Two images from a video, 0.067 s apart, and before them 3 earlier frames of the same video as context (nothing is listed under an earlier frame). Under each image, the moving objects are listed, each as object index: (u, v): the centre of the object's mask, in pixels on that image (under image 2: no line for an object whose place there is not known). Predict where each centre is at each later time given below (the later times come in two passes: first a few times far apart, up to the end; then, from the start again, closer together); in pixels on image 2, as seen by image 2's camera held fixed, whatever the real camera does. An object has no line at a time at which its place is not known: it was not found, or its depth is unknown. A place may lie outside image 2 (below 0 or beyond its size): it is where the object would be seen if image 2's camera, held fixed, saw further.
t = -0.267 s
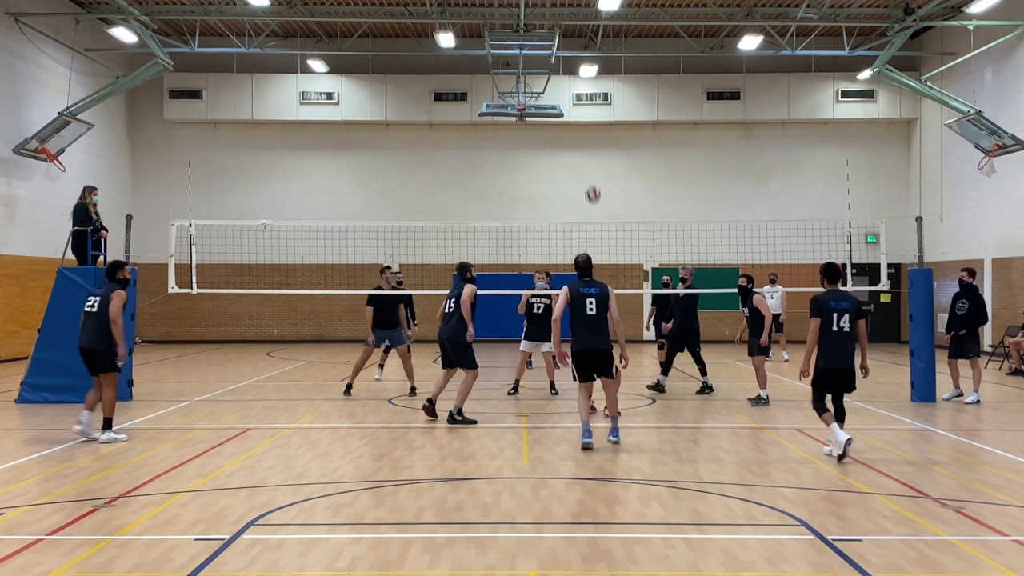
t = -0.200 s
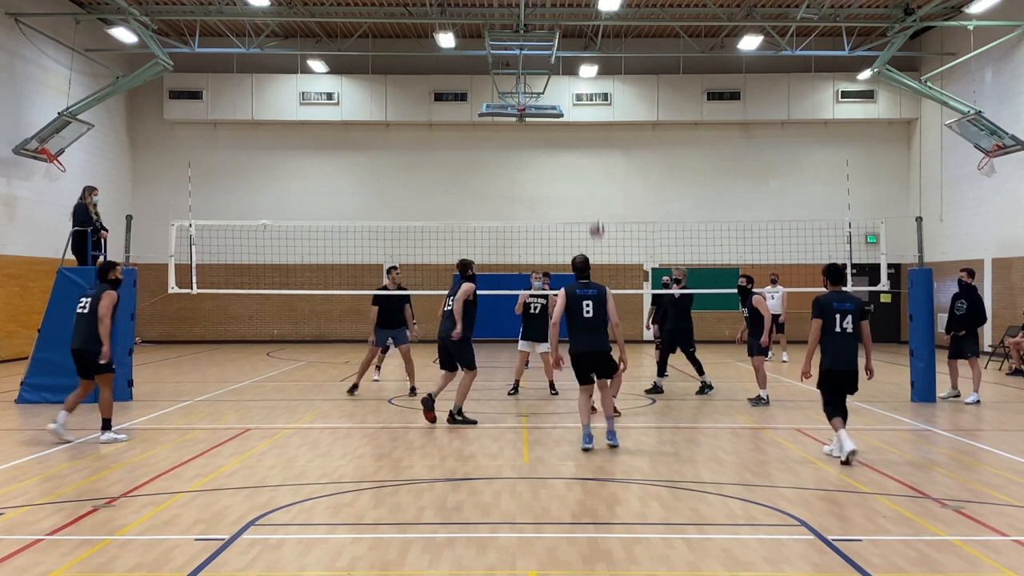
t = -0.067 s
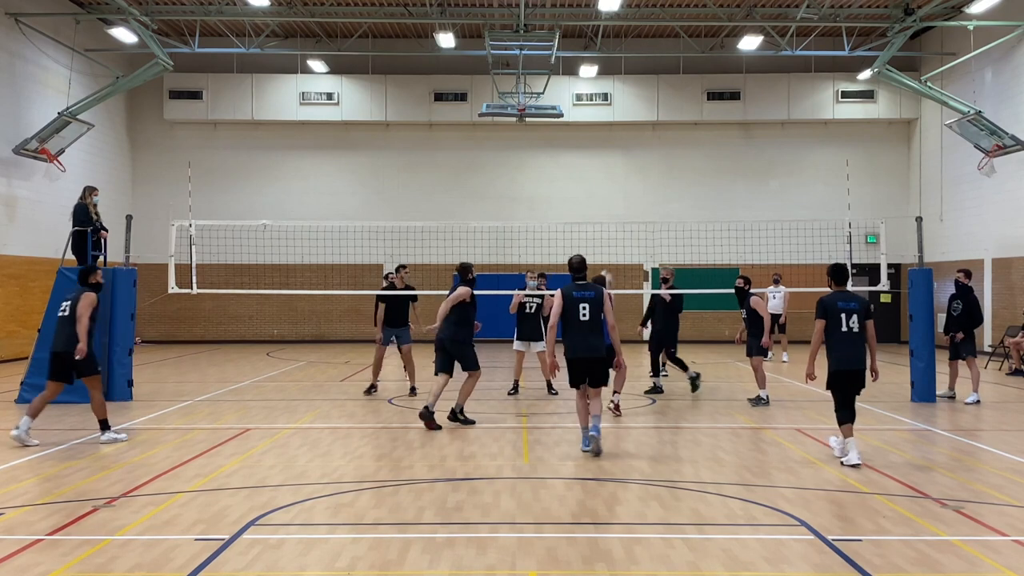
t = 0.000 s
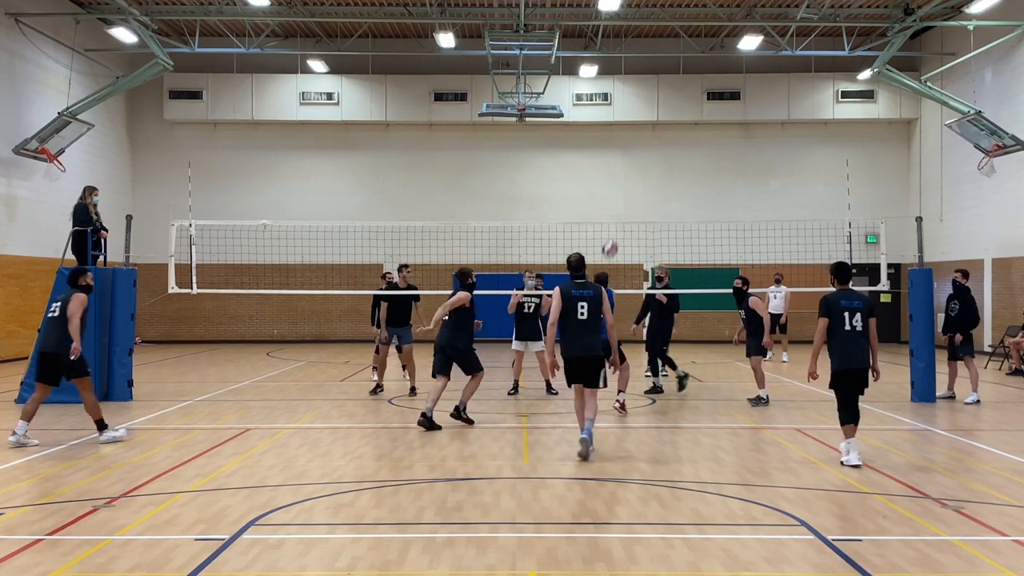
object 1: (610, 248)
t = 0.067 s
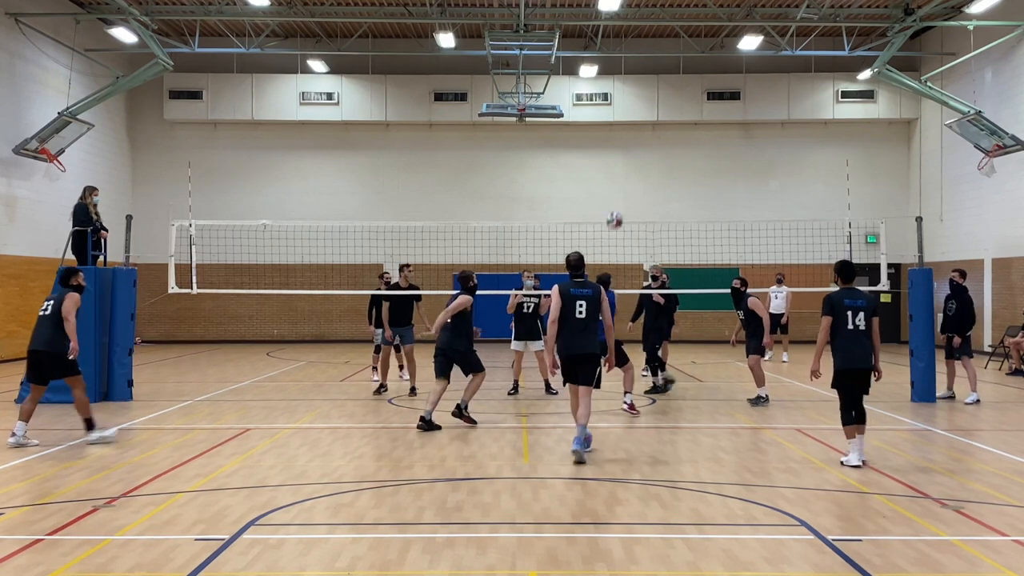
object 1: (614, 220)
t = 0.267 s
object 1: (629, 159)
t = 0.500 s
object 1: (644, 128)
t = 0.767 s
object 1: (659, 144)
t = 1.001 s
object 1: (671, 200)
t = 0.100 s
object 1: (617, 207)
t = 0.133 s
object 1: (620, 196)
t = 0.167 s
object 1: (622, 186)
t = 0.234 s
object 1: (626, 167)
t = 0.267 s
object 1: (629, 159)
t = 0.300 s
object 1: (631, 152)
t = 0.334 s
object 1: (633, 146)
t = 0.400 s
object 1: (637, 136)
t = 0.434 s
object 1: (639, 133)
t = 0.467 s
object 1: (641, 130)
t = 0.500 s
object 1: (644, 128)
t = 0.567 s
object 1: (647, 127)
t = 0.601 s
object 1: (649, 128)
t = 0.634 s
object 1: (651, 129)
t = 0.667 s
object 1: (653, 132)
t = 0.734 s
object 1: (657, 139)
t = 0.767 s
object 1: (659, 144)
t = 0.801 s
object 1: (660, 149)
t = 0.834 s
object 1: (662, 156)
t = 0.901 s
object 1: (665, 172)
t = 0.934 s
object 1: (668, 180)
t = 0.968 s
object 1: (669, 189)
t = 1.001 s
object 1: (671, 200)
